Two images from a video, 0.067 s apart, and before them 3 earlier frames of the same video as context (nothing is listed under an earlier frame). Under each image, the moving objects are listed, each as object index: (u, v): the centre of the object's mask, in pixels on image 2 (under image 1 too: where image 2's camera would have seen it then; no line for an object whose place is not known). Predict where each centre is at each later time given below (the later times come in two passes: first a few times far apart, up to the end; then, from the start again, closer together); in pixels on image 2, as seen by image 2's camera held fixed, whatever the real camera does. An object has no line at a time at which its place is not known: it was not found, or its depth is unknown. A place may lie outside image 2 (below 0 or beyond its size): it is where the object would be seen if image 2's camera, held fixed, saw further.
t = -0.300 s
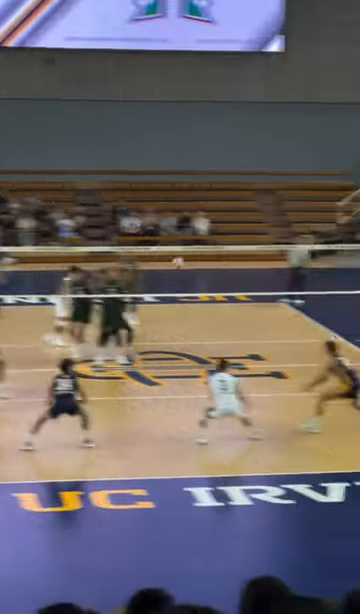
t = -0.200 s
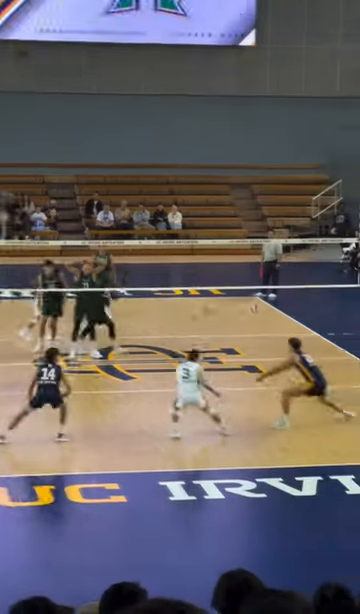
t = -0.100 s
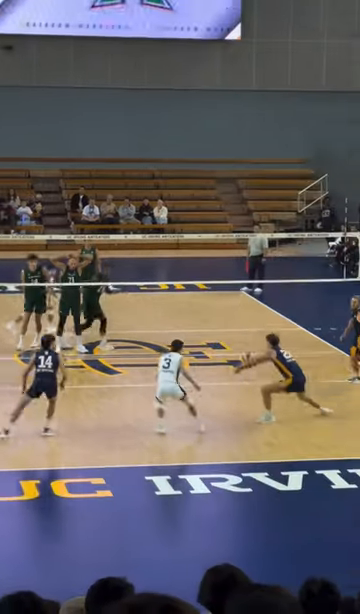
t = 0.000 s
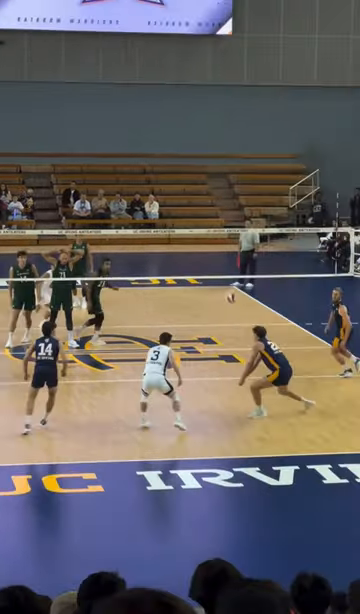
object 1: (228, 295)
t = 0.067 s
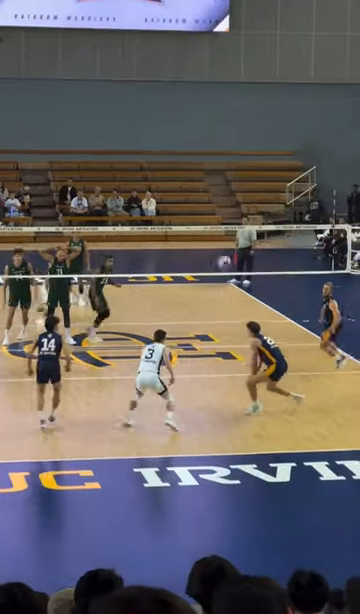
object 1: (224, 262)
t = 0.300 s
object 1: (213, 175)
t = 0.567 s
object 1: (203, 117)
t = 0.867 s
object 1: (193, 101)
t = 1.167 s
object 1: (182, 133)
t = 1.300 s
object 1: (178, 161)
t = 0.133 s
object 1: (220, 235)
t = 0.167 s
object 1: (219, 219)
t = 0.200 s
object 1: (218, 207)
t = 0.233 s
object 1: (216, 195)
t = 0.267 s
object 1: (215, 184)
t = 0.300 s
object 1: (213, 175)
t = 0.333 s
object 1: (212, 165)
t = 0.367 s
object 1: (211, 156)
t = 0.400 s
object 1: (209, 148)
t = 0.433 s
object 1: (208, 140)
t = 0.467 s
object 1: (207, 133)
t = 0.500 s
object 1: (206, 128)
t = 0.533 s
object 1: (204, 121)
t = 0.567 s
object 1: (203, 117)
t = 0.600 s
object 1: (202, 113)
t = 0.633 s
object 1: (201, 109)
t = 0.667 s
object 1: (199, 105)
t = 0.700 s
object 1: (198, 104)
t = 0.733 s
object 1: (197, 102)
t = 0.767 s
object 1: (199, 102)
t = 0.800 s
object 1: (196, 101)
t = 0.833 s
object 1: (195, 101)
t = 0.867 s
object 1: (193, 101)
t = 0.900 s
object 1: (192, 102)
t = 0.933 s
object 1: (191, 104)
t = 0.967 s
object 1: (190, 106)
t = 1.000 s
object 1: (189, 110)
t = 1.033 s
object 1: (188, 113)
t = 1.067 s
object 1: (186, 117)
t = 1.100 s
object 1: (185, 122)
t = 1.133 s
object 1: (184, 127)
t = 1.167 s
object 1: (182, 133)
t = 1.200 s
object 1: (182, 139)
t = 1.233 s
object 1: (181, 145)
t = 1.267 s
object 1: (179, 153)
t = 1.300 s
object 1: (178, 161)
